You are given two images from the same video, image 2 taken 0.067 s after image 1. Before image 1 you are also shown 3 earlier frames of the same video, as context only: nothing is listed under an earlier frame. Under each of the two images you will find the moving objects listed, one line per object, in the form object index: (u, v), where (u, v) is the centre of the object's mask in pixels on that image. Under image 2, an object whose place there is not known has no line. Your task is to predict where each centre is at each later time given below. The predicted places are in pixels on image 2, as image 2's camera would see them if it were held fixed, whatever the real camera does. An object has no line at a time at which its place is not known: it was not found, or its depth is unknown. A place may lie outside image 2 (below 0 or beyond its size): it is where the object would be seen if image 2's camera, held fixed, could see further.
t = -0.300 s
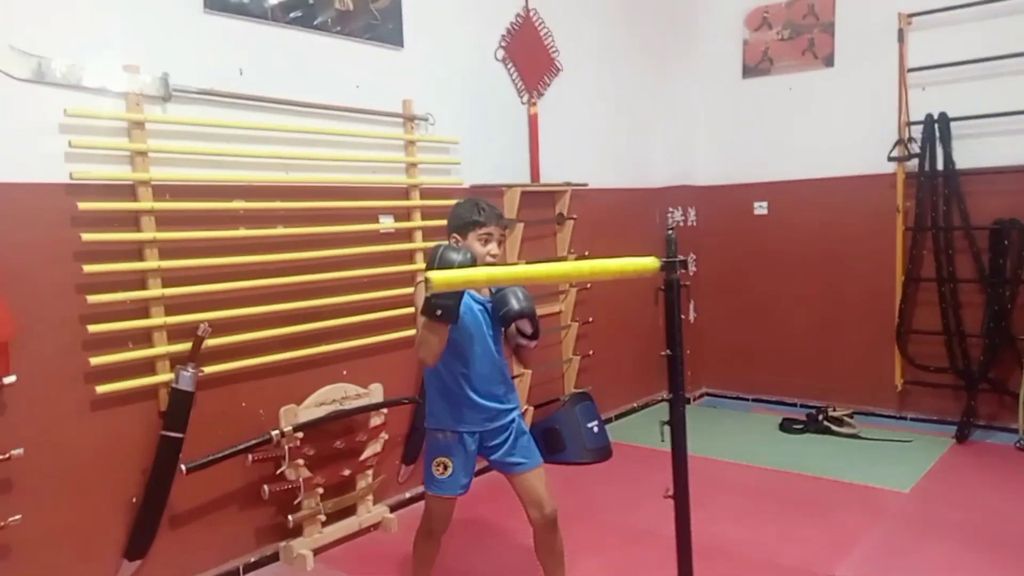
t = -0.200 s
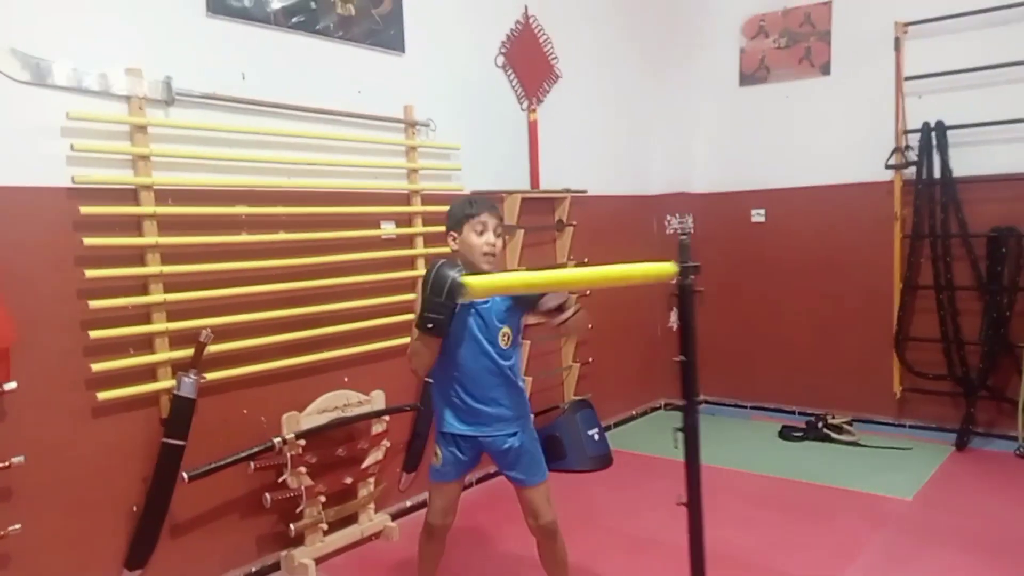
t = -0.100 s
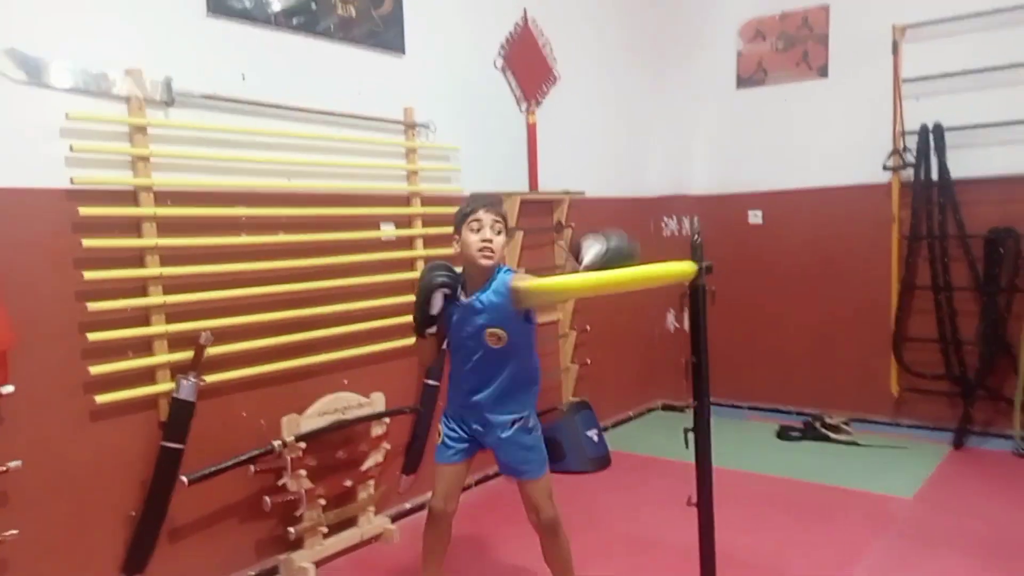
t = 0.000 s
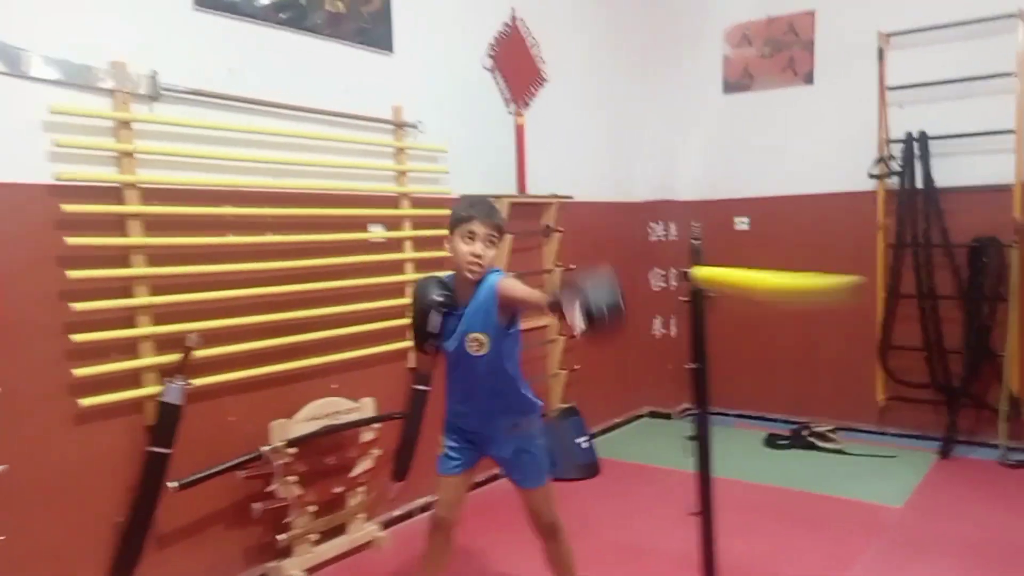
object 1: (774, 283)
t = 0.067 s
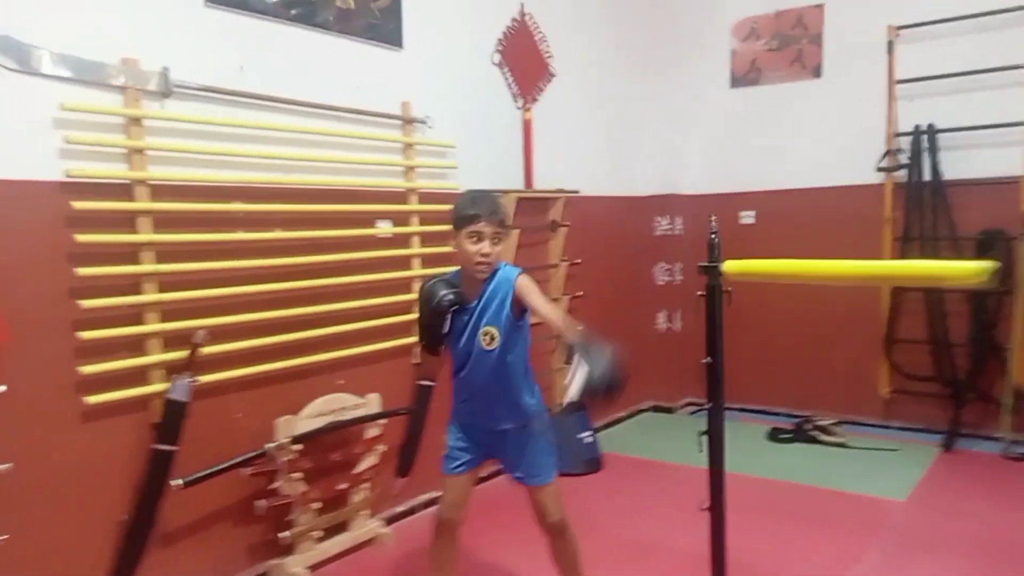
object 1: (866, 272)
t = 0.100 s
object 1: (880, 268)
